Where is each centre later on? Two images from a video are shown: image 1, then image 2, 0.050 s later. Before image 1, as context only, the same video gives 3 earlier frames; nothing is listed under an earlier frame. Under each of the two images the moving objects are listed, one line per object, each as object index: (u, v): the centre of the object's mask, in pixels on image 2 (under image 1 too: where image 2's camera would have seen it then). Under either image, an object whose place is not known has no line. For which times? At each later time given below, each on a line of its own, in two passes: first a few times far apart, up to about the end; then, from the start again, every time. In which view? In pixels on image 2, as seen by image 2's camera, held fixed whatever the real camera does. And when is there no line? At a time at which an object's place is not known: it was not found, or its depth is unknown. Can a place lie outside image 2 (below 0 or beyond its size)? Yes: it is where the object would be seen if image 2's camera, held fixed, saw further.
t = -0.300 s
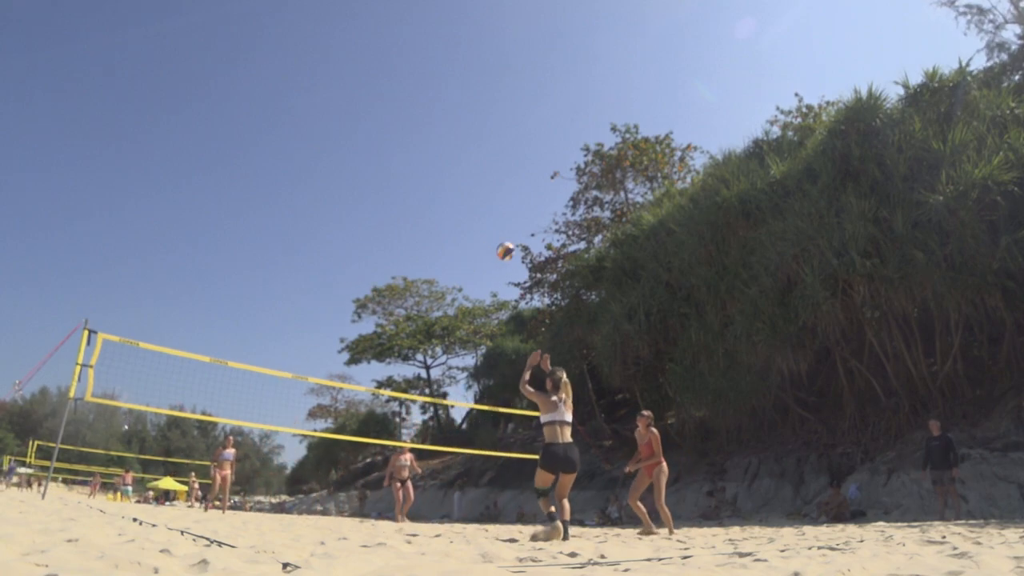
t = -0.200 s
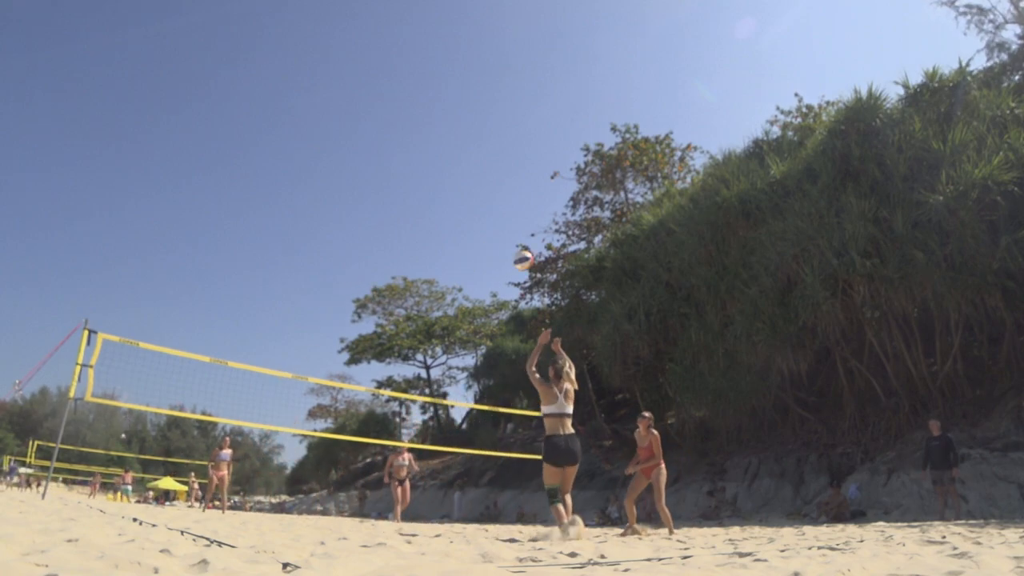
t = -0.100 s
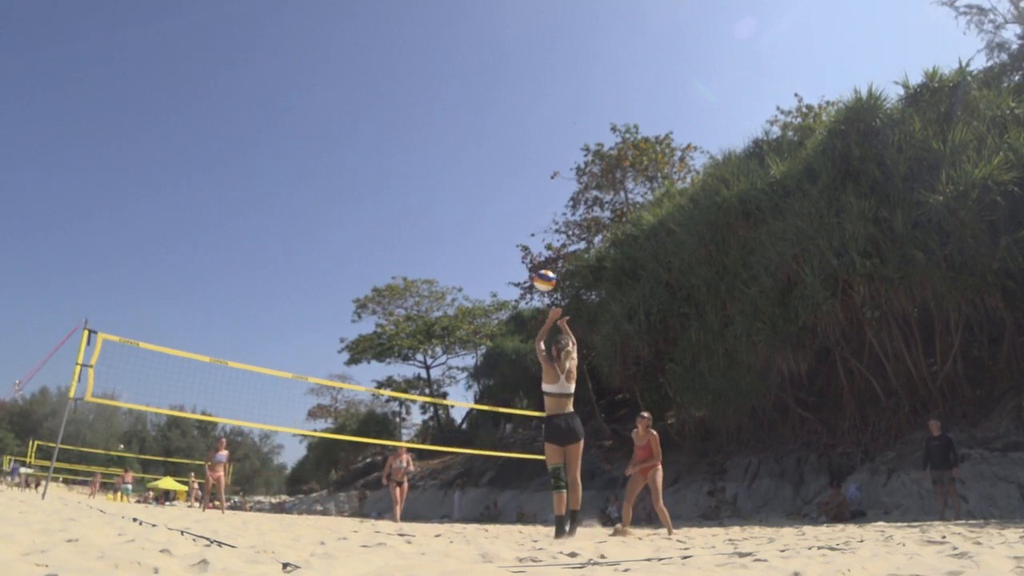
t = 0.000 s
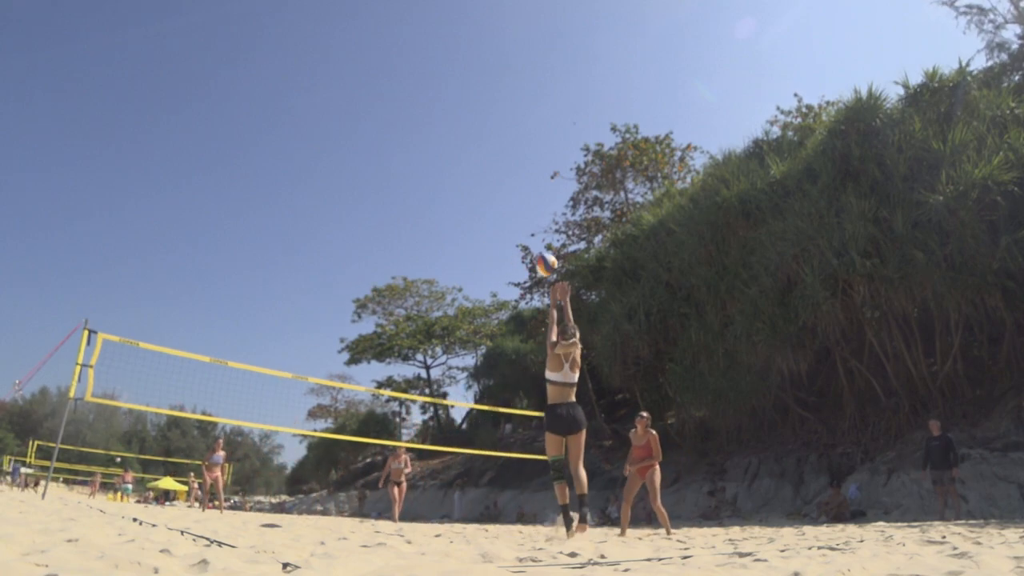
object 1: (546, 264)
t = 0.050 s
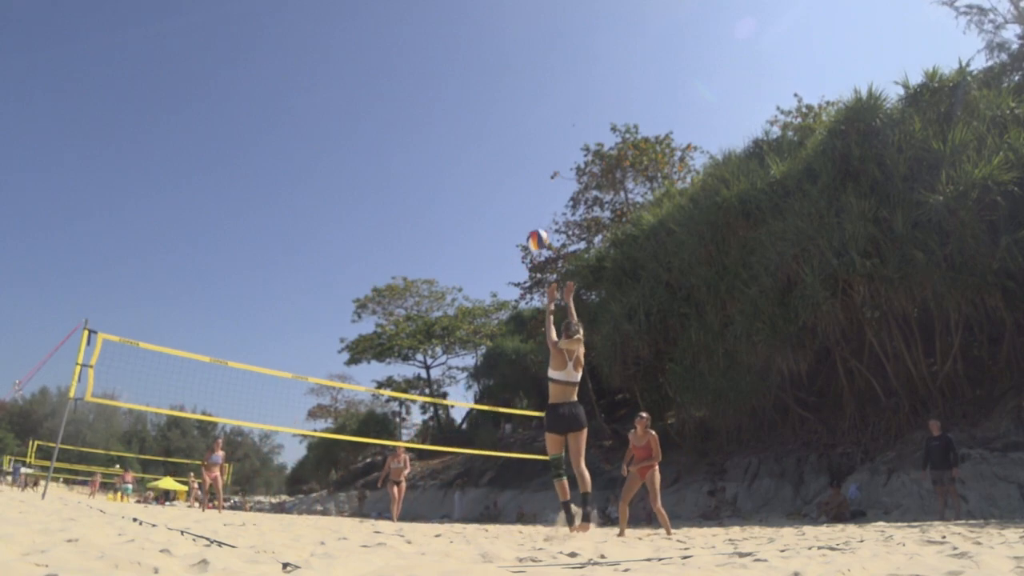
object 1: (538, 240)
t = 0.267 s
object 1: (504, 170)
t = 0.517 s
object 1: (473, 147)
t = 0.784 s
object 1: (445, 170)
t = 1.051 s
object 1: (417, 239)
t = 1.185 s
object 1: (403, 289)
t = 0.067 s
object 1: (535, 232)
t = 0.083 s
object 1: (532, 225)
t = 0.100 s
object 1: (529, 218)
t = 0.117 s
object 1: (526, 212)
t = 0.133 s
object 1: (523, 206)
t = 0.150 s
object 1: (521, 201)
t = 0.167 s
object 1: (518, 195)
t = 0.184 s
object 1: (516, 190)
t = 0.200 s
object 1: (513, 186)
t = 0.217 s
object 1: (511, 181)
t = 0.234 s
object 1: (508, 177)
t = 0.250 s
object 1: (506, 173)
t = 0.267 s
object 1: (504, 170)
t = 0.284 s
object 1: (502, 167)
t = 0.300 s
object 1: (500, 164)
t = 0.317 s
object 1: (497, 161)
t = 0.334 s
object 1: (495, 158)
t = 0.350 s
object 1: (493, 156)
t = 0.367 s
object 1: (491, 154)
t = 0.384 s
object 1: (489, 153)
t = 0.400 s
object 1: (487, 151)
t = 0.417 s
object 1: (485, 150)
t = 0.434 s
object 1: (483, 149)
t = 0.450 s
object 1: (481, 148)
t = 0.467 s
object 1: (479, 148)
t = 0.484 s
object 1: (477, 148)
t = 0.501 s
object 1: (475, 147)
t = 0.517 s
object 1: (473, 147)
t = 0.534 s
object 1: (472, 147)
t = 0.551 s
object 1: (470, 148)
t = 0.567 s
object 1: (468, 149)
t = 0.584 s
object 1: (466, 149)
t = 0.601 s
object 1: (464, 150)
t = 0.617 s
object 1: (462, 151)
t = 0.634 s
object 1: (460, 152)
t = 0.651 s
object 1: (458, 153)
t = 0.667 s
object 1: (457, 155)
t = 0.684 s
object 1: (455, 157)
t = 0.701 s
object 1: (453, 158)
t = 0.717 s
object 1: (452, 161)
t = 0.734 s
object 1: (450, 163)
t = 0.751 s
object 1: (449, 165)
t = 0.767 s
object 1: (447, 168)
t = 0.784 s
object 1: (445, 170)
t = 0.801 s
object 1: (444, 174)
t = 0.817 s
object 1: (442, 177)
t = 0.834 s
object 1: (440, 180)
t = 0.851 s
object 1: (438, 184)
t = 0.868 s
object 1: (436, 187)
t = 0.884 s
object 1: (435, 191)
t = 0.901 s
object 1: (433, 195)
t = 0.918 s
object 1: (432, 199)
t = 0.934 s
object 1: (430, 204)
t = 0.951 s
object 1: (428, 208)
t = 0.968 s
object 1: (426, 213)
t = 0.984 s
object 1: (424, 218)
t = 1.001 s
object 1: (423, 223)
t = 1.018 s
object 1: (421, 228)
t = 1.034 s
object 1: (419, 233)
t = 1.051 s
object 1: (417, 239)
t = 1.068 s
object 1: (416, 244)
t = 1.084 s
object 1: (414, 250)
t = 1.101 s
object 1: (412, 257)
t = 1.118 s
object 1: (411, 263)
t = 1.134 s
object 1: (409, 269)
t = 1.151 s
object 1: (407, 276)
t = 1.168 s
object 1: (405, 282)
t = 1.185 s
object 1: (403, 289)
